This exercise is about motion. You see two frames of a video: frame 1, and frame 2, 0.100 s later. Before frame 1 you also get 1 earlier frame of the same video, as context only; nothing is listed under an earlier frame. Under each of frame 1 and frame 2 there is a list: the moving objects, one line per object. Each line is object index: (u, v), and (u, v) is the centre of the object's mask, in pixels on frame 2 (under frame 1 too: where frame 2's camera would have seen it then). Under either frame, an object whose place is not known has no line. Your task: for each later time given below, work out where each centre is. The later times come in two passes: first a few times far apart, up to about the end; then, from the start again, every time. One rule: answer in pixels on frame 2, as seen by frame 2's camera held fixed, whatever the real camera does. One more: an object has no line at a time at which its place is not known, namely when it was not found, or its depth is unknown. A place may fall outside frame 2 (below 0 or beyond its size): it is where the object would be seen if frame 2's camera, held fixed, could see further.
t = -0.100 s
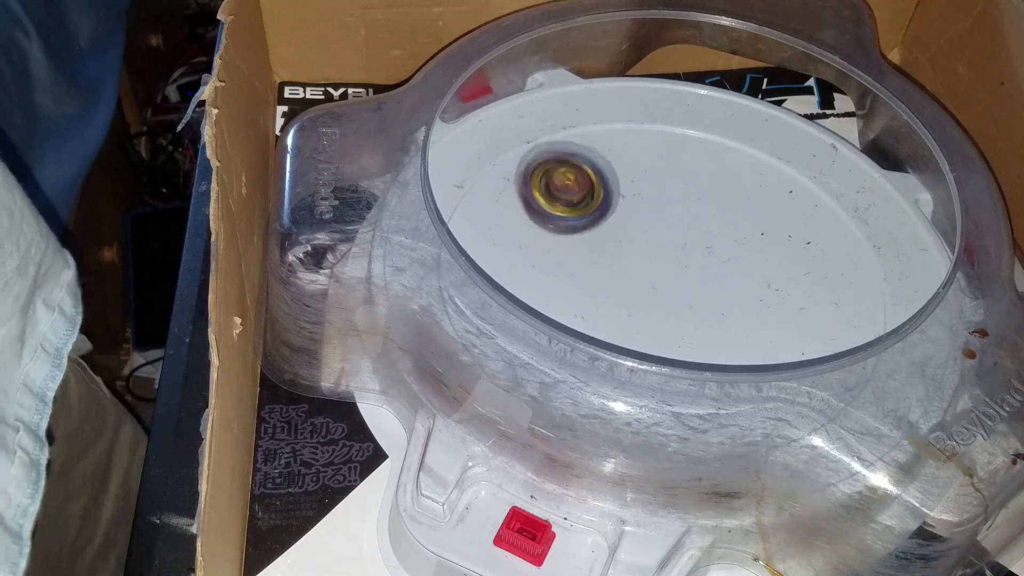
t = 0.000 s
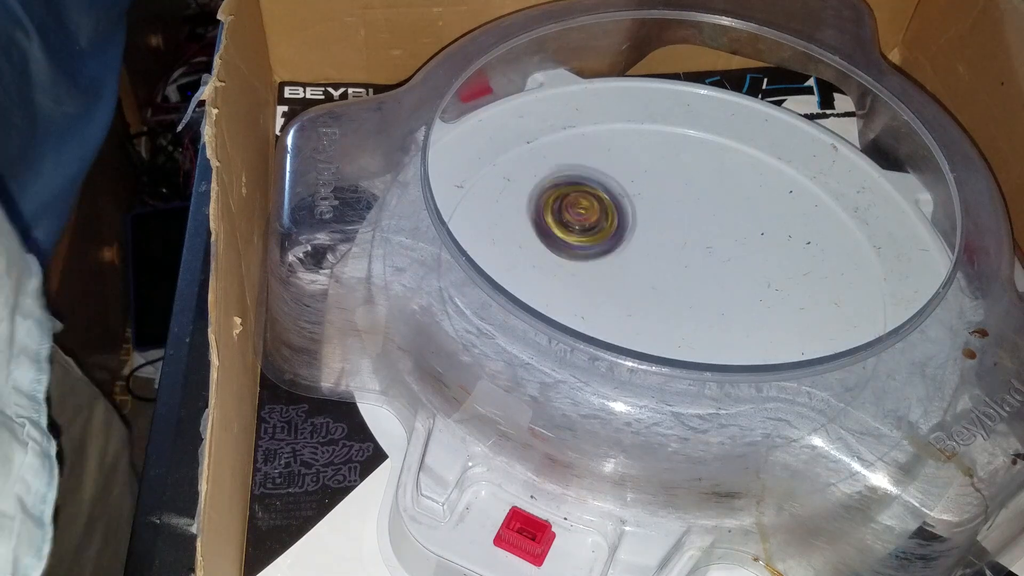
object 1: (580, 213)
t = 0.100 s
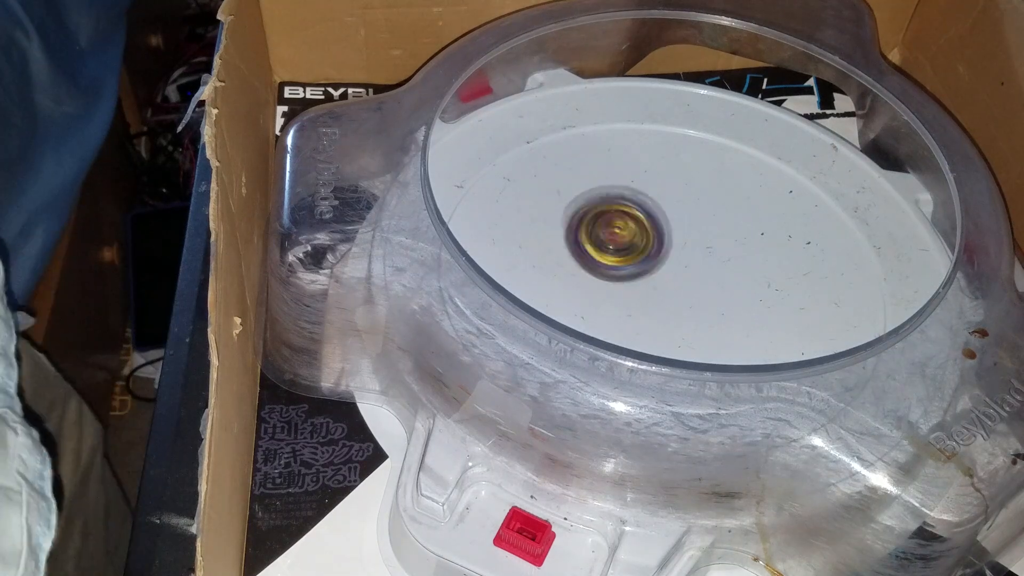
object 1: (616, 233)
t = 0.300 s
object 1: (706, 247)
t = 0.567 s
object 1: (782, 216)
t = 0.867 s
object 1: (719, 244)
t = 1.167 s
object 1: (714, 326)
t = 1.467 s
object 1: (738, 327)
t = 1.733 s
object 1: (646, 288)
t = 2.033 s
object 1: (566, 280)
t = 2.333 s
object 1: (625, 273)
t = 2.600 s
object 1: (664, 218)
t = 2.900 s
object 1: (648, 197)
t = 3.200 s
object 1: (702, 259)
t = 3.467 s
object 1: (772, 277)
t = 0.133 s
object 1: (631, 237)
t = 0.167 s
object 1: (645, 241)
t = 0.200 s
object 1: (661, 244)
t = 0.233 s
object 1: (677, 246)
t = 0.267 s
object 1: (691, 247)
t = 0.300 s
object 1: (706, 247)
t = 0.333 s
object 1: (720, 246)
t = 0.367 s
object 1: (733, 243)
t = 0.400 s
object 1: (745, 240)
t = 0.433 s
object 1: (757, 236)
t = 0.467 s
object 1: (767, 232)
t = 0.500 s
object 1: (774, 227)
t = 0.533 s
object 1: (779, 222)
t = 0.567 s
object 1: (782, 216)
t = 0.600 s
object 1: (782, 212)
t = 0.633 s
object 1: (777, 208)
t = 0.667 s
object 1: (769, 207)
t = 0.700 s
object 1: (760, 209)
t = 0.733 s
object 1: (750, 213)
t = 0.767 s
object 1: (741, 219)
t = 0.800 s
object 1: (733, 226)
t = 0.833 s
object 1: (725, 235)
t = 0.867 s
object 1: (719, 244)
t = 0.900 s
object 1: (715, 254)
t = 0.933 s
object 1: (710, 264)
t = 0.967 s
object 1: (707, 274)
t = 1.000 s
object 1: (707, 284)
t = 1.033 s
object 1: (705, 294)
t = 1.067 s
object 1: (705, 304)
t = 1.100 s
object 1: (708, 313)
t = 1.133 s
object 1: (710, 320)
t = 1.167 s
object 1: (714, 326)
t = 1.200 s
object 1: (720, 331)
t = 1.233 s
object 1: (726, 335)
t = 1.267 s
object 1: (731, 338)
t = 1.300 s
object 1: (738, 340)
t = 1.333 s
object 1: (744, 339)
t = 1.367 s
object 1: (747, 338)
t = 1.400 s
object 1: (747, 335)
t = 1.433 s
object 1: (745, 332)
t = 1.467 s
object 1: (738, 327)
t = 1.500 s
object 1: (730, 322)
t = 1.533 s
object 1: (719, 317)
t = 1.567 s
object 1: (707, 311)
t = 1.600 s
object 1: (696, 306)
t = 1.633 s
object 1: (683, 301)
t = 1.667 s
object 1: (671, 296)
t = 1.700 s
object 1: (659, 292)
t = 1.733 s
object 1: (646, 288)
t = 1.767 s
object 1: (635, 284)
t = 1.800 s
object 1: (623, 282)
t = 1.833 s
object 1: (611, 279)
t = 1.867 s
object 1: (601, 277)
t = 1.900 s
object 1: (591, 276)
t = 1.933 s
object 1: (582, 276)
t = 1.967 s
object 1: (575, 277)
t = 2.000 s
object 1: (570, 277)
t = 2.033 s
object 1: (566, 280)
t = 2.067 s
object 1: (566, 282)
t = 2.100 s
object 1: (569, 284)
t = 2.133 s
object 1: (574, 285)
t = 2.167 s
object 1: (580, 286)
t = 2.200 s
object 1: (588, 287)
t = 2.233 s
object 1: (598, 286)
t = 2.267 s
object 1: (607, 283)
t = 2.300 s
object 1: (616, 279)
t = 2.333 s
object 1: (625, 273)
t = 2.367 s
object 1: (632, 267)
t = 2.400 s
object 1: (639, 261)
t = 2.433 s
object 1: (646, 254)
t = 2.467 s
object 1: (650, 247)
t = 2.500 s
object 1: (655, 240)
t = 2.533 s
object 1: (659, 232)
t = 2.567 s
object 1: (661, 225)
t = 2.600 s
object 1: (664, 218)
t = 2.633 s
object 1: (664, 211)
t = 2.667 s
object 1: (664, 205)
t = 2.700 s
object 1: (663, 199)
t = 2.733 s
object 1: (661, 194)
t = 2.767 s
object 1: (658, 191)
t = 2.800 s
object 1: (654, 190)
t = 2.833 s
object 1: (651, 190)
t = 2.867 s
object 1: (650, 193)
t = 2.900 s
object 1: (648, 197)
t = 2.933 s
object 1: (649, 203)
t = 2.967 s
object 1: (652, 210)
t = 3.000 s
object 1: (655, 218)
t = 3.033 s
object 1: (661, 226)
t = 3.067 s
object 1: (666, 233)
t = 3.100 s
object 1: (675, 241)
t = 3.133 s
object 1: (683, 248)
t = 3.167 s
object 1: (692, 254)
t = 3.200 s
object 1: (702, 259)
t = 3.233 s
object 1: (710, 264)
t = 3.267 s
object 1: (721, 269)
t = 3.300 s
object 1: (731, 273)
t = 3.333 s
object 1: (740, 275)
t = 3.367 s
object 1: (750, 277)
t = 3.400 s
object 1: (758, 278)
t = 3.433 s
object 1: (766, 278)
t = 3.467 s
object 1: (772, 277)
